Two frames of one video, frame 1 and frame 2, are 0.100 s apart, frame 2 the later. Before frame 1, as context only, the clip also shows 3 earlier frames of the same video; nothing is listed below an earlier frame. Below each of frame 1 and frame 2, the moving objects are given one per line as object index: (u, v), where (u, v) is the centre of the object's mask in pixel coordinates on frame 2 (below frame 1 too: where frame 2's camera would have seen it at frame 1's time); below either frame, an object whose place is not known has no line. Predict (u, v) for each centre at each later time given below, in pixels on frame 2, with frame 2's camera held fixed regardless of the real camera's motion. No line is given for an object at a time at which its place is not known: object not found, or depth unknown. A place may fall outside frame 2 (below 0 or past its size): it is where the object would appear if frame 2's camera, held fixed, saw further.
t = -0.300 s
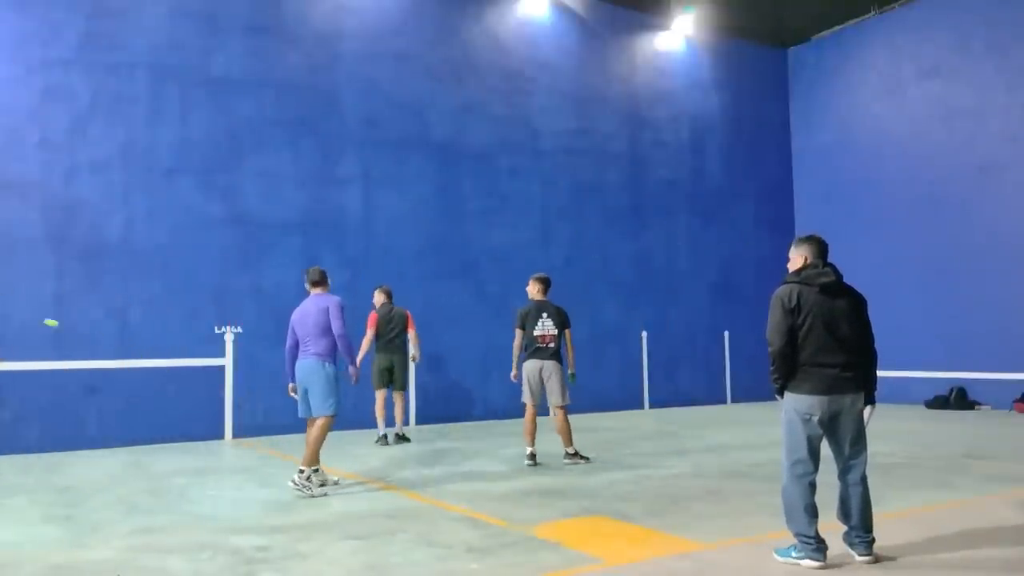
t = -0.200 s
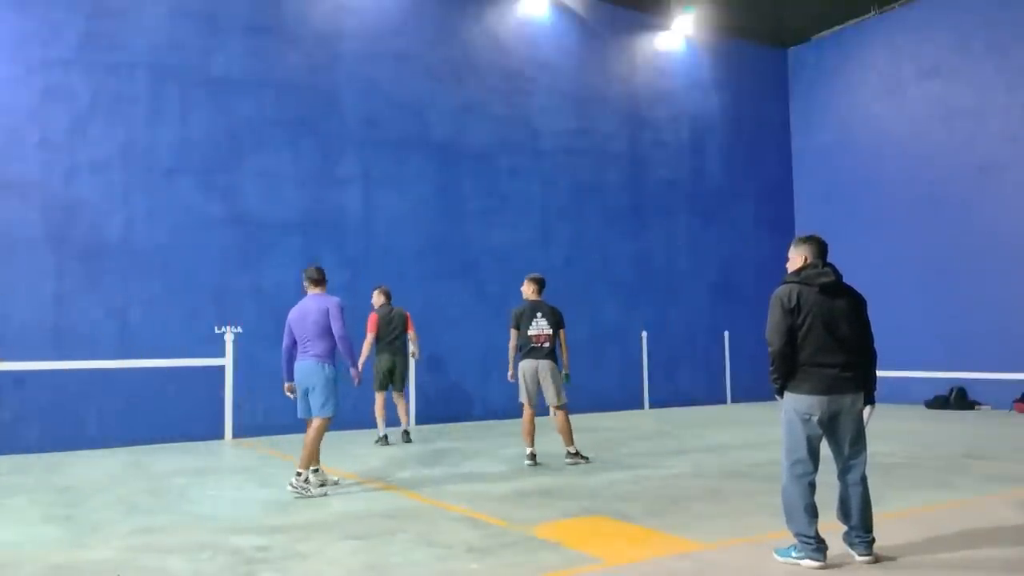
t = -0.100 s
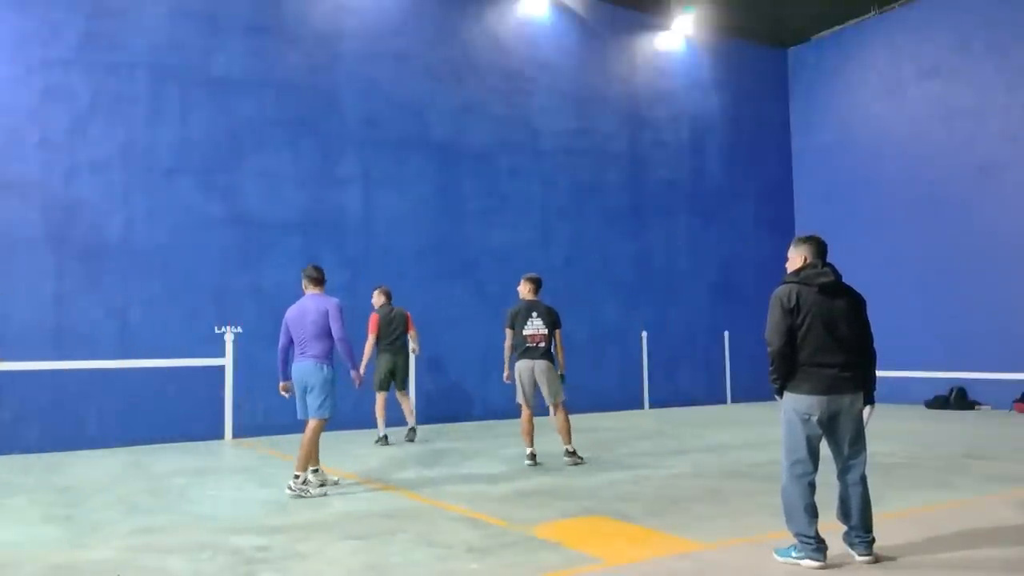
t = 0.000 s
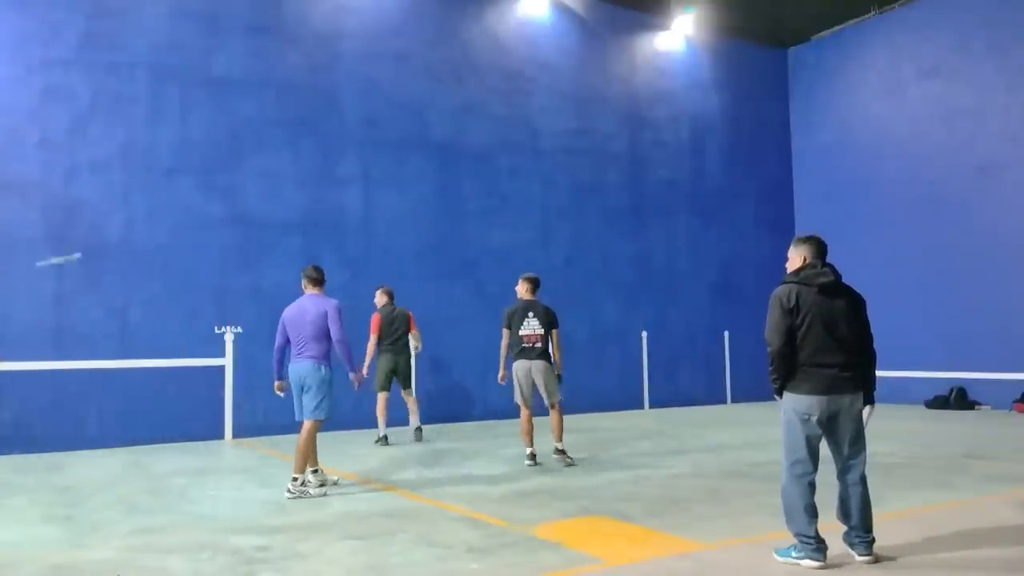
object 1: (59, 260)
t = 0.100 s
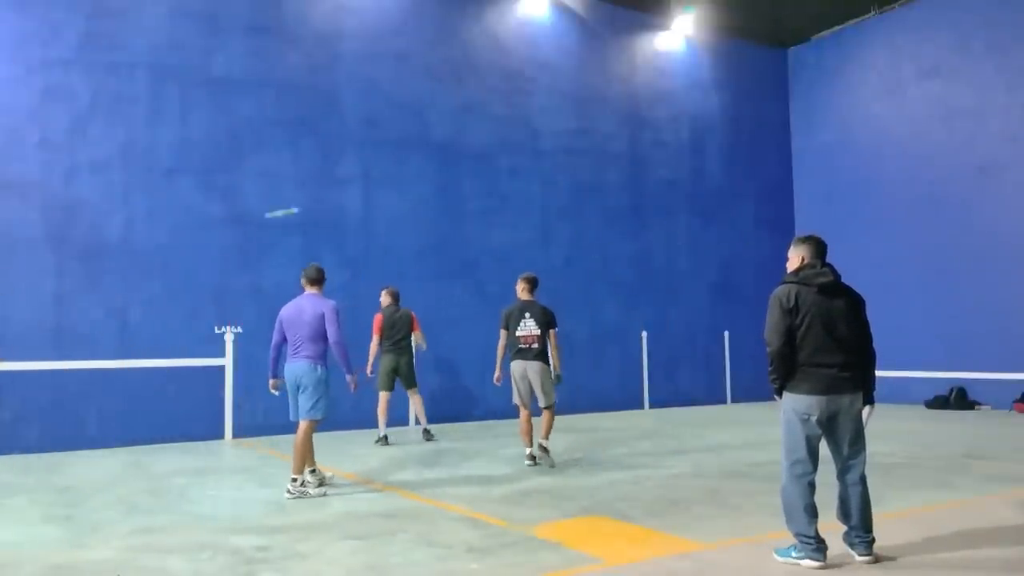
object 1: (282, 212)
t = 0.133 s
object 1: (343, 201)
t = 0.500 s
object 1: (772, 156)
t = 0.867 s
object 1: (732, 172)
